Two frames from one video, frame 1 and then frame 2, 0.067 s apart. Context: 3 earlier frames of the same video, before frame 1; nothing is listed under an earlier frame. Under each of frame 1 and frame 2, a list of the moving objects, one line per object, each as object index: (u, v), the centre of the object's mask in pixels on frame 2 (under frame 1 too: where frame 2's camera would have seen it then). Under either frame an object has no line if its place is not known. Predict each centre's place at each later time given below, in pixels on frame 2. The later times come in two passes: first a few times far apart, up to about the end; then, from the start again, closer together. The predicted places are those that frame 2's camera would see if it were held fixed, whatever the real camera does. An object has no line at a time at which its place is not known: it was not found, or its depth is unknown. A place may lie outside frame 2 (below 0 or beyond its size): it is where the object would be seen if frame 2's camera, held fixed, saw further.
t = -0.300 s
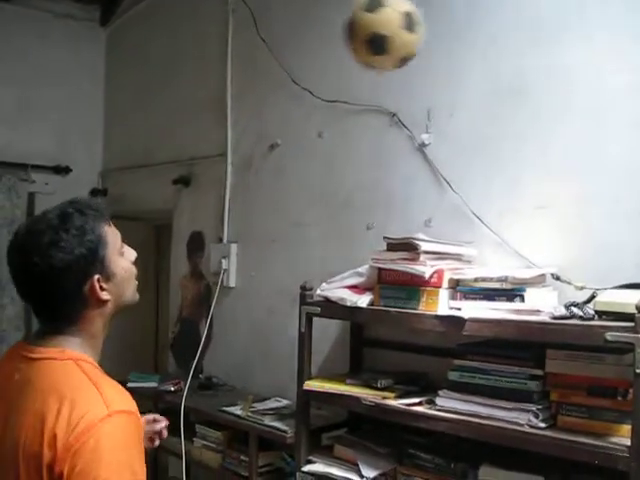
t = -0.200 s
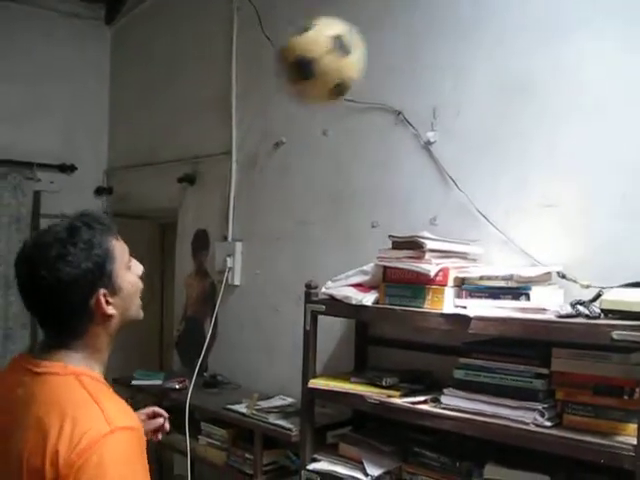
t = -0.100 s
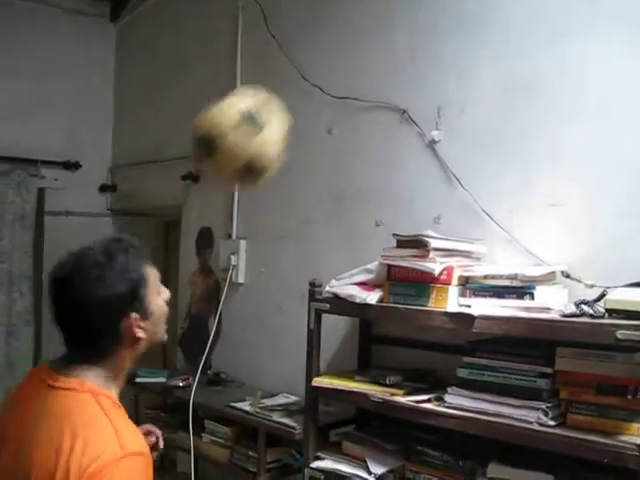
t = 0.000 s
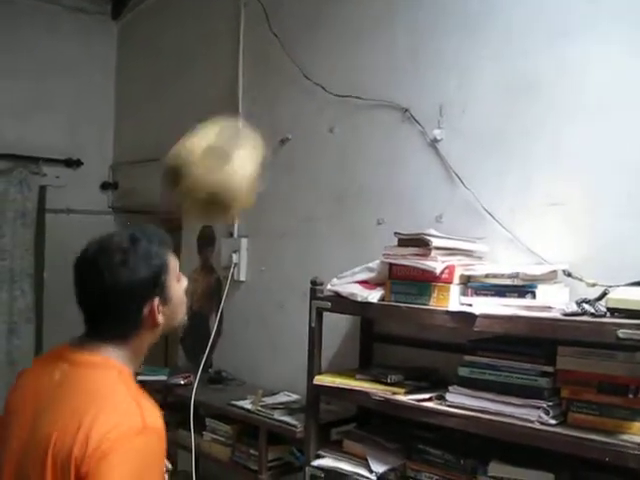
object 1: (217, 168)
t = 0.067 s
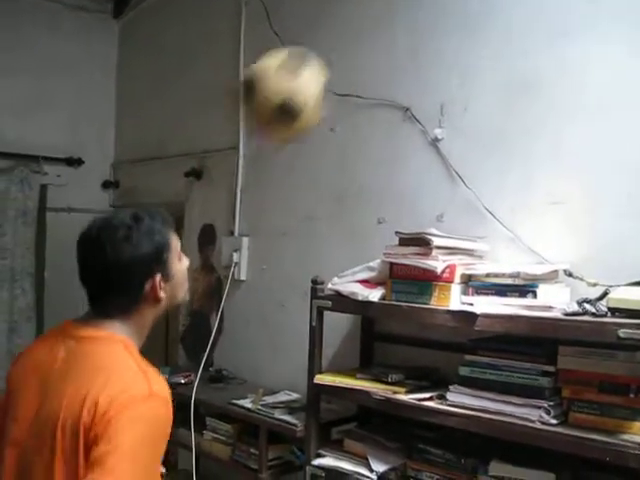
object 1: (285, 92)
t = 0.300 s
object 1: (434, 21)
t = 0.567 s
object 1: (271, 35)
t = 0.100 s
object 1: (312, 66)
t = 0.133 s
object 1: (337, 49)
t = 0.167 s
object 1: (361, 34)
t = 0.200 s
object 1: (382, 27)
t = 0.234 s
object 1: (402, 23)
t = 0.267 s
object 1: (420, 21)
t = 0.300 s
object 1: (434, 21)
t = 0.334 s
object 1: (418, 17)
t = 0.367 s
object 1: (401, 14)
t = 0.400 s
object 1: (382, 13)
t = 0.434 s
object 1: (362, 12)
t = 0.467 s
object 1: (342, 14)
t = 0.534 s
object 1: (297, 23)
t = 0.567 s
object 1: (271, 35)
